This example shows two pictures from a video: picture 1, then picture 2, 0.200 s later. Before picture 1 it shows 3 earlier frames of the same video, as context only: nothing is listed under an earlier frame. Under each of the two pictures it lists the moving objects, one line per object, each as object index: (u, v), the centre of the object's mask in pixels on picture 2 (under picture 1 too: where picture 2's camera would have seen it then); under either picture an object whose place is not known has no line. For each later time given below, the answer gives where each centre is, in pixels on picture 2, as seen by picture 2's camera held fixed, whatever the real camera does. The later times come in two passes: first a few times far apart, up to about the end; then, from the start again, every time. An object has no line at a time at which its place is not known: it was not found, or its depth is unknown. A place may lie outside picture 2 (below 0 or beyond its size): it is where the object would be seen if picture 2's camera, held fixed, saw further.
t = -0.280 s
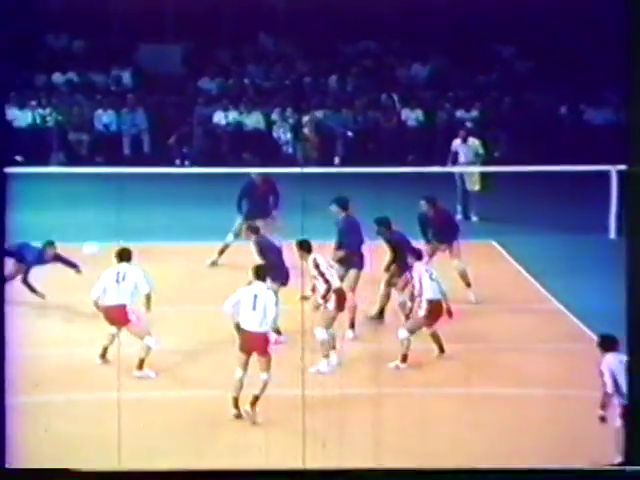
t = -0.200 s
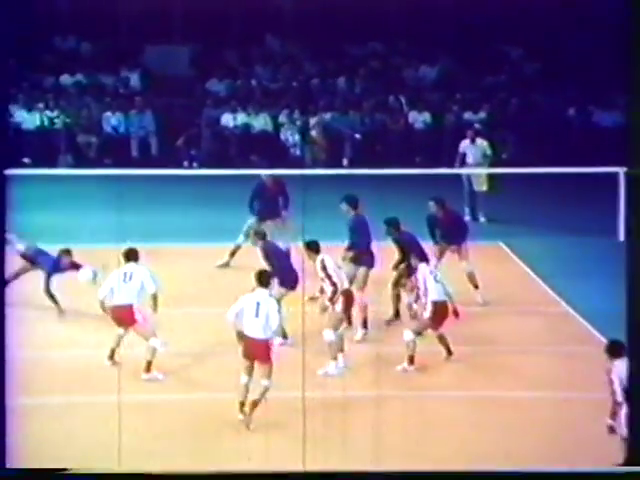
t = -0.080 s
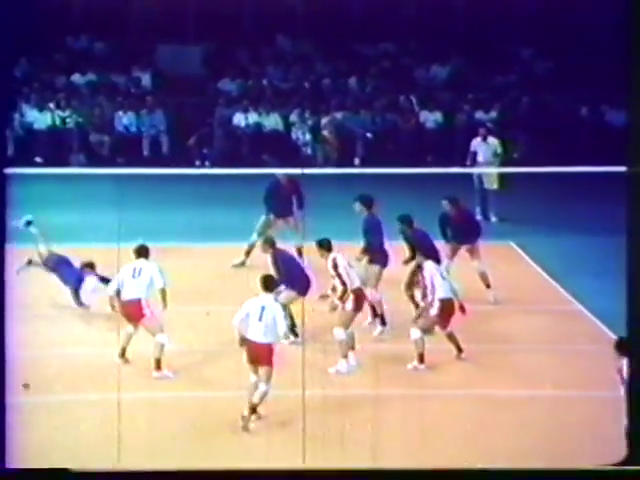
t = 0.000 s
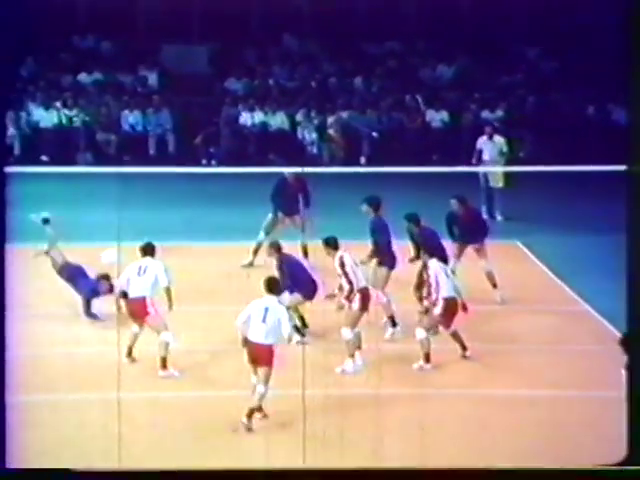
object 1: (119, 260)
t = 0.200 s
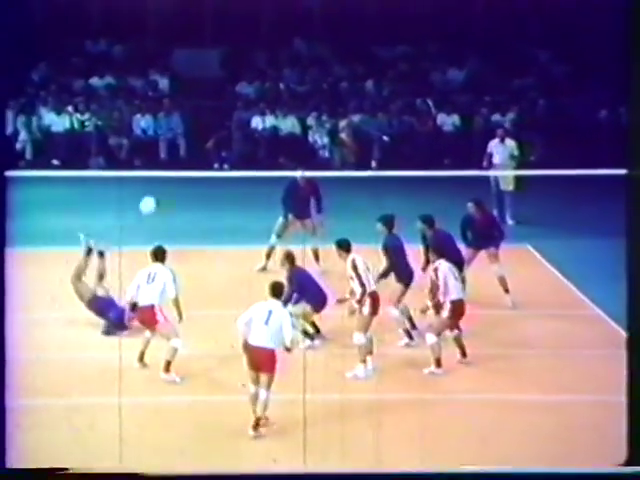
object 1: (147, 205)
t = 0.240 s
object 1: (152, 196)
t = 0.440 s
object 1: (177, 157)
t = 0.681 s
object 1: (206, 128)
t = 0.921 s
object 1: (235, 120)
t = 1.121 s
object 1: (258, 126)
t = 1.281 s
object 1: (276, 143)
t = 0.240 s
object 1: (152, 196)
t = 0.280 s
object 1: (156, 187)
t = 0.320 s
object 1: (161, 179)
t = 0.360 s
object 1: (167, 170)
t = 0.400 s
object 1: (172, 162)
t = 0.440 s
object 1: (177, 157)
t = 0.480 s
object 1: (181, 151)
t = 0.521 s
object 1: (186, 145)
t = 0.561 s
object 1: (191, 140)
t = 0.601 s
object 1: (196, 136)
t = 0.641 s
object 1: (201, 132)
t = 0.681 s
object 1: (206, 128)
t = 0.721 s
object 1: (212, 126)
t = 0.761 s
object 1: (216, 124)
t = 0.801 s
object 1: (221, 122)
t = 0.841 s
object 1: (225, 120)
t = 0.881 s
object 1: (230, 120)
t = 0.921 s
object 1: (235, 120)
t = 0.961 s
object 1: (240, 120)
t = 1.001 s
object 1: (244, 121)
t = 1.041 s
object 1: (249, 123)
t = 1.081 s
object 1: (254, 124)
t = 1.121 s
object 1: (258, 126)
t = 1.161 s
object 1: (262, 130)
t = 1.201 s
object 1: (267, 134)
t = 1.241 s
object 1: (271, 138)
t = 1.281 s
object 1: (276, 143)
